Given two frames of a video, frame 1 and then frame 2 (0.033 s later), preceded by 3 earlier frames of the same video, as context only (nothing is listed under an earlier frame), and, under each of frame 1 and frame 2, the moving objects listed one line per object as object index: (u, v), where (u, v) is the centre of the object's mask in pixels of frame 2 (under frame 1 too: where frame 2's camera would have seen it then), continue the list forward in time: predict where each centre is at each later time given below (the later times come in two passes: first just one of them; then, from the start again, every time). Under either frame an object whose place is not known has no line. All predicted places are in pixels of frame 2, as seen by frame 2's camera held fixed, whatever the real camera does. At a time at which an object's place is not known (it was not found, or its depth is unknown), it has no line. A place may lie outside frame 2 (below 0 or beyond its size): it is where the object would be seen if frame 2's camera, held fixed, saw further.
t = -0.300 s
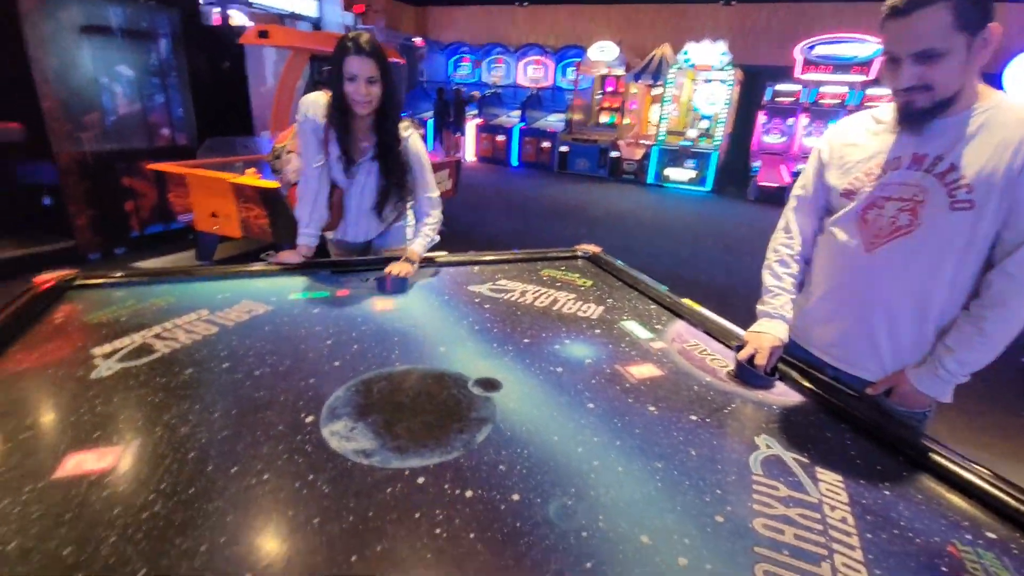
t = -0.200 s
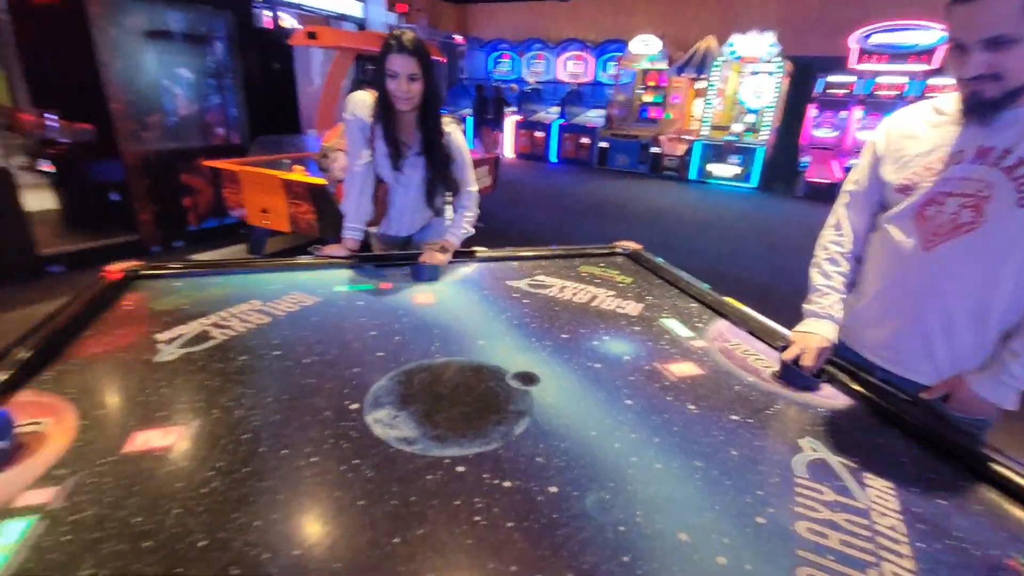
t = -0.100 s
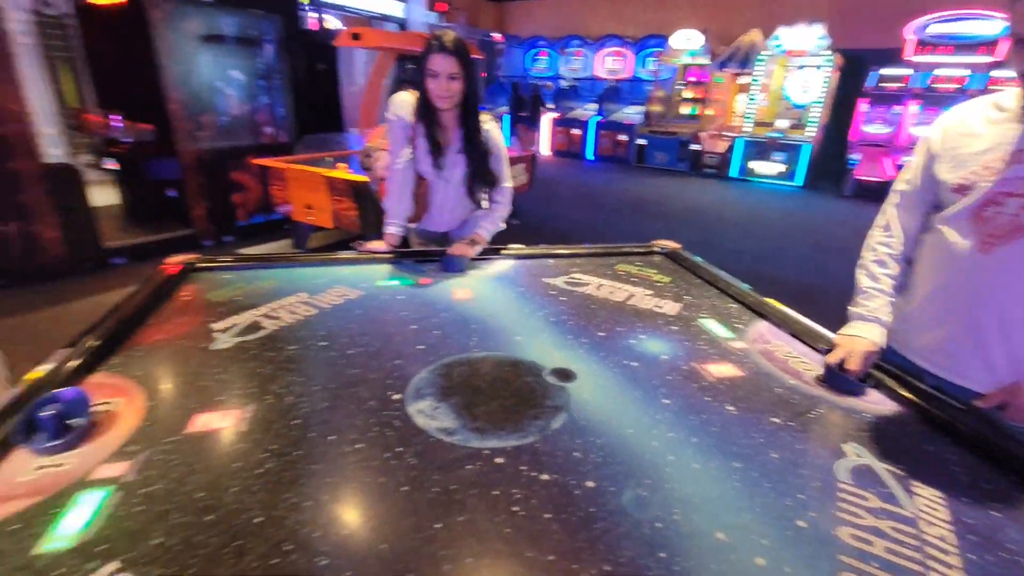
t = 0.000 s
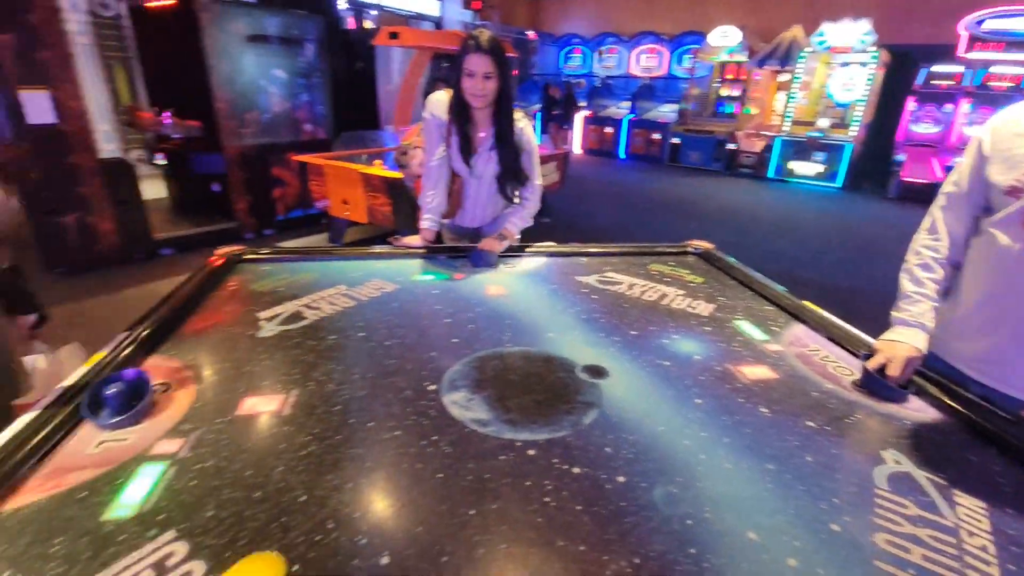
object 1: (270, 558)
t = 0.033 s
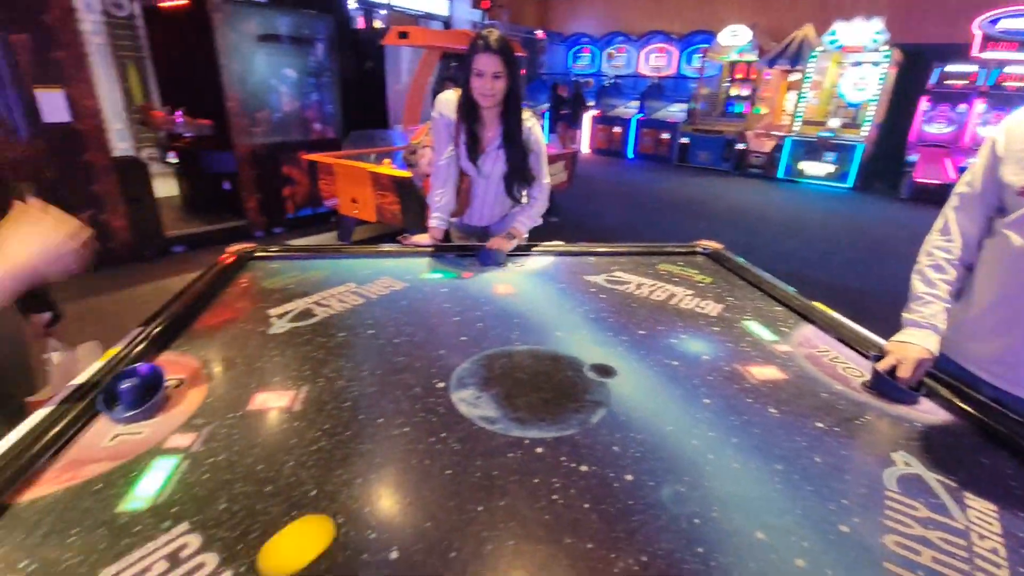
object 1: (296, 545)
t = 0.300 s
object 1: (489, 387)
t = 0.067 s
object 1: (332, 516)
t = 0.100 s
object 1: (365, 489)
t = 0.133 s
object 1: (394, 465)
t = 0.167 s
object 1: (407, 455)
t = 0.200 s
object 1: (430, 435)
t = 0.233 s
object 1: (451, 418)
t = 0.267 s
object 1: (471, 401)
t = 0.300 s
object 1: (489, 387)
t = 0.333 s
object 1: (504, 374)
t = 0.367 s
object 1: (519, 362)
